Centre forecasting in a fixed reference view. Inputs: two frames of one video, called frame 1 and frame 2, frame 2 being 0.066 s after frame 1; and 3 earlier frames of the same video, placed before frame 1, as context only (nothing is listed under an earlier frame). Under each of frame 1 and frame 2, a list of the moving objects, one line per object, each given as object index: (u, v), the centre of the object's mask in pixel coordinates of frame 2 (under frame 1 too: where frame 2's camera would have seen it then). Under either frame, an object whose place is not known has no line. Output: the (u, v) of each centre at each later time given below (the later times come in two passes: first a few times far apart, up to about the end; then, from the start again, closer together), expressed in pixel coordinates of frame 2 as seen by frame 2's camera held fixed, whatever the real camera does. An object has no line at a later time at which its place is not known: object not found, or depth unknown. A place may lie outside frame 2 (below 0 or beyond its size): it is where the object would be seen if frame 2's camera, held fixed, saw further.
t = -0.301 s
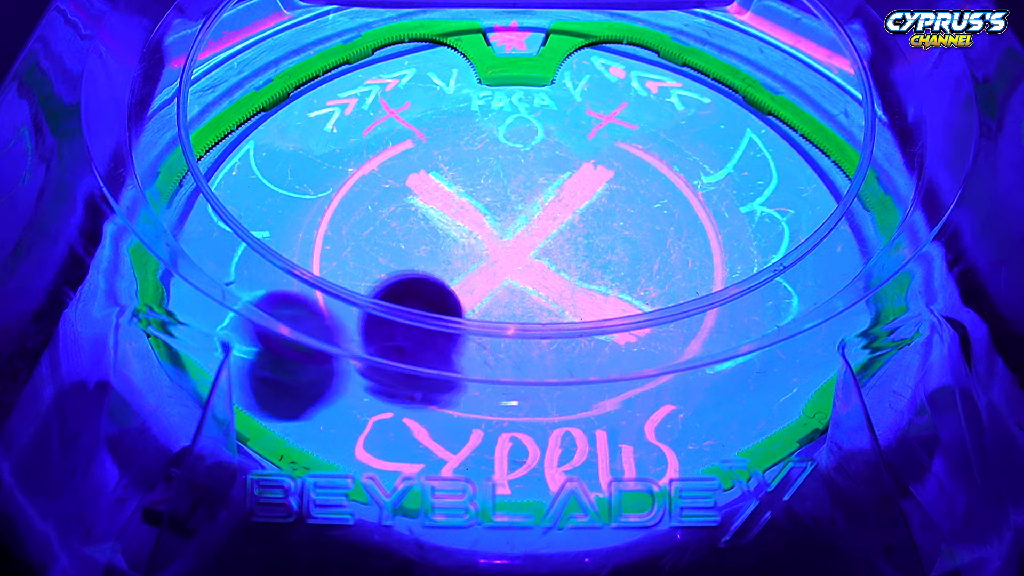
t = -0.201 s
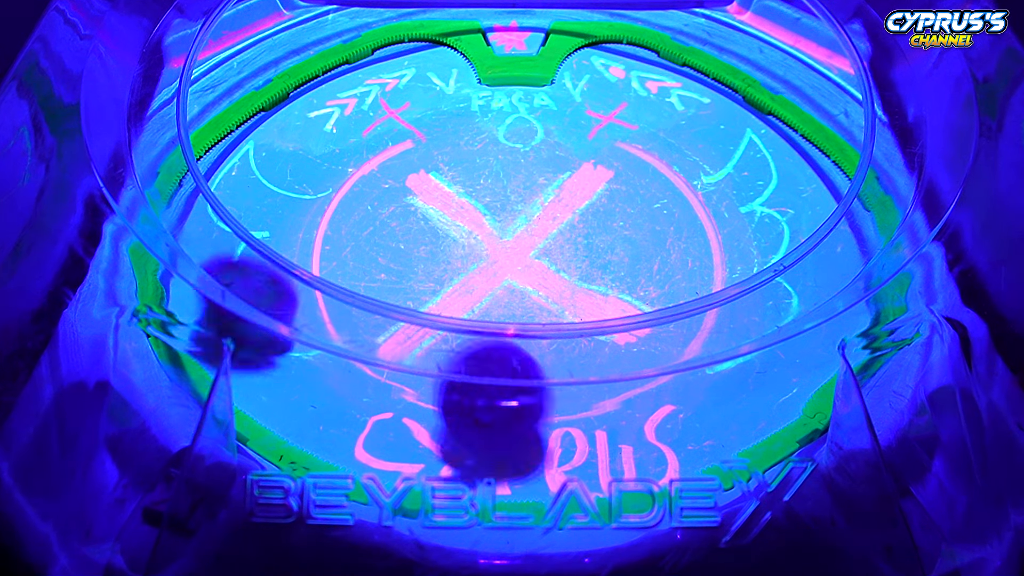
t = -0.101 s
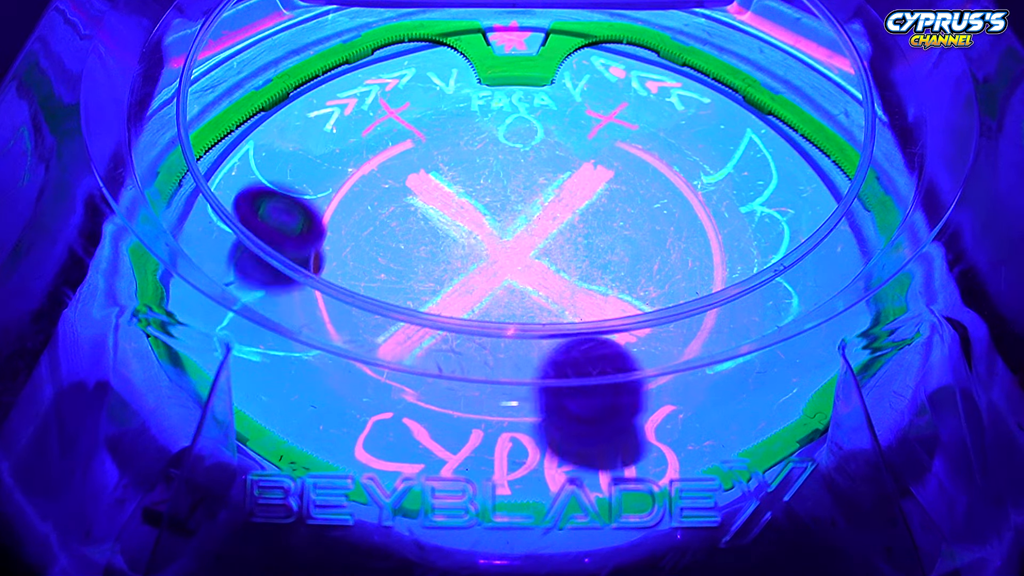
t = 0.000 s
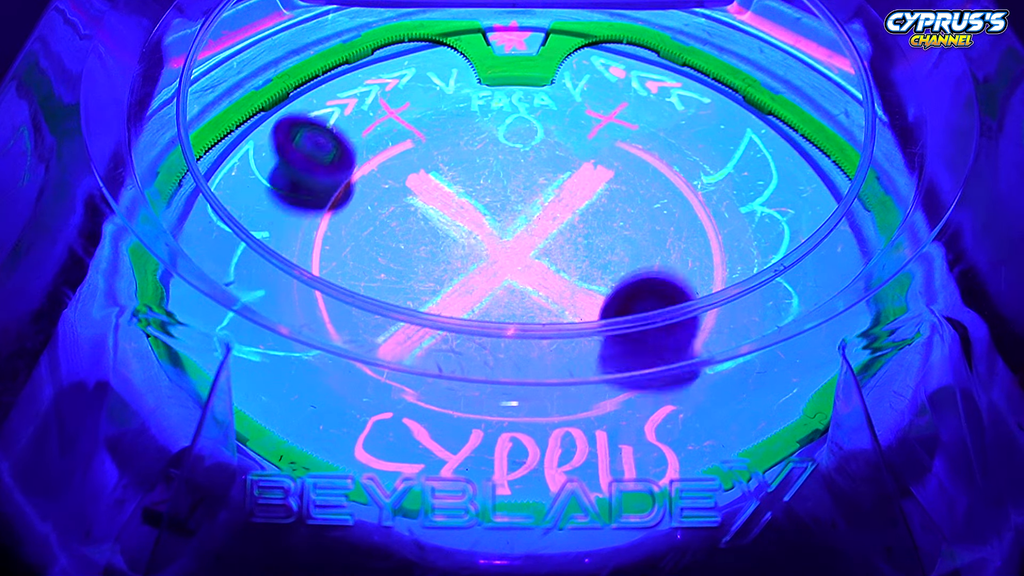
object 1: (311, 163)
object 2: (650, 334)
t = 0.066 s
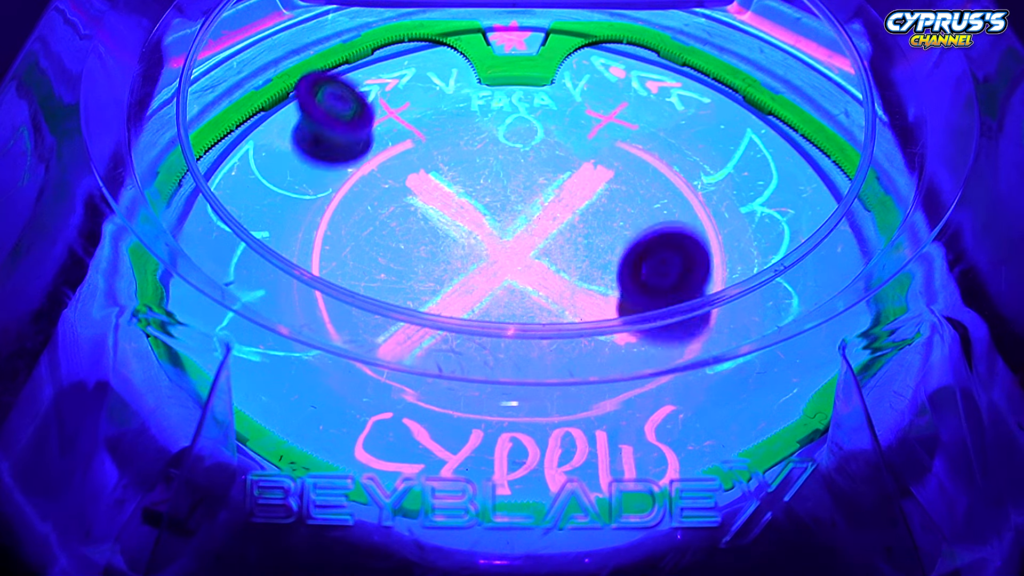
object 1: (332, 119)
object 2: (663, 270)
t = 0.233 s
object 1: (400, 41)
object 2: (628, 186)
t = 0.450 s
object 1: (485, 89)
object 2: (521, 185)
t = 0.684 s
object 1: (500, 210)
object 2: (435, 307)
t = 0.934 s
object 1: (581, 353)
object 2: (381, 359)
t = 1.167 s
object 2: (426, 280)
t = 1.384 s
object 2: (508, 202)
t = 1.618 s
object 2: (402, 16)
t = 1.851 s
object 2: (391, 52)
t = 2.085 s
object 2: (478, 155)
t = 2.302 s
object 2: (435, 209)
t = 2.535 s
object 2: (400, 262)
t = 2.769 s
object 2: (492, 319)
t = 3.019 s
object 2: (543, 286)
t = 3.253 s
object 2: (504, 279)
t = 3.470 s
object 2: (453, 254)
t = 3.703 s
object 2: (446, 209)
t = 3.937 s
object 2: (481, 187)
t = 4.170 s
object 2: (532, 203)
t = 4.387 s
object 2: (571, 239)
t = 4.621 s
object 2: (592, 275)
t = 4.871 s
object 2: (553, 301)
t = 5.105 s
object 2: (486, 285)
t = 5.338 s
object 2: (418, 273)
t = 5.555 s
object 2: (415, 242)
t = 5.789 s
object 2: (473, 203)
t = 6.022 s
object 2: (544, 194)
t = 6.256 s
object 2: (597, 226)
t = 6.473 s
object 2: (614, 269)
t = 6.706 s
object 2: (575, 313)
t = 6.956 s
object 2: (476, 289)
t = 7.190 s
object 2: (421, 244)
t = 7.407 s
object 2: (412, 211)
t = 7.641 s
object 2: (483, 187)
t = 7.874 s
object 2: (534, 196)
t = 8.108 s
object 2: (563, 249)
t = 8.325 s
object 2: (479, 248)
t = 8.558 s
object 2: (415, 253)
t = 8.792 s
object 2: (402, 193)
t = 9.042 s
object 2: (488, 184)
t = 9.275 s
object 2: (566, 204)
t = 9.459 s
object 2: (585, 162)
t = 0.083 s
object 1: (338, 108)
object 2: (663, 263)
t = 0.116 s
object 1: (350, 78)
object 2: (663, 248)
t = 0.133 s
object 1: (354, 69)
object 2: (660, 237)
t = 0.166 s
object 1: (366, 51)
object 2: (652, 217)
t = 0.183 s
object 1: (371, 43)
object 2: (647, 208)
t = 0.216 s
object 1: (387, 33)
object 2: (634, 192)
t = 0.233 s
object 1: (400, 41)
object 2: (628, 186)
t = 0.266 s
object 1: (425, 48)
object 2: (612, 175)
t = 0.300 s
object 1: (451, 54)
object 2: (596, 168)
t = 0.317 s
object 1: (460, 53)
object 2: (587, 166)
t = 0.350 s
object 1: (467, 52)
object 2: (569, 164)
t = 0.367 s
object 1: (472, 58)
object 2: (559, 163)
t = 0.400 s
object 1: (482, 85)
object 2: (539, 165)
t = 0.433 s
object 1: (486, 94)
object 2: (526, 176)
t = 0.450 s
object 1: (485, 89)
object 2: (521, 185)
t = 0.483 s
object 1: (484, 91)
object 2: (511, 205)
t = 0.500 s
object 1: (483, 99)
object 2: (504, 215)
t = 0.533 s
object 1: (482, 122)
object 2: (492, 235)
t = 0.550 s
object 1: (483, 127)
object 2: (486, 245)
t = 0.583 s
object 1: (486, 136)
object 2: (473, 263)
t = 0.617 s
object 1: (488, 174)
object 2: (460, 276)
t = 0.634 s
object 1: (492, 174)
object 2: (455, 280)
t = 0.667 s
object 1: (498, 186)
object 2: (441, 298)
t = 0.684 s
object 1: (500, 210)
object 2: (435, 307)
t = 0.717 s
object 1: (508, 232)
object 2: (425, 313)
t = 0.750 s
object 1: (517, 252)
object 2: (414, 330)
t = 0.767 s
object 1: (522, 265)
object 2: (409, 334)
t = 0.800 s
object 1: (532, 281)
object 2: (401, 340)
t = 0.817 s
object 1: (538, 282)
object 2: (397, 346)
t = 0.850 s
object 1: (550, 313)
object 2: (387, 358)
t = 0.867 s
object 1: (555, 324)
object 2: (385, 359)
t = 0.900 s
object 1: (569, 341)
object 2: (382, 360)
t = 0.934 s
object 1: (581, 353)
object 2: (381, 359)
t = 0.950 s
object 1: (588, 357)
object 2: (381, 358)
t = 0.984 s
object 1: (598, 365)
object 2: (384, 355)
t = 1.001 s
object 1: (604, 373)
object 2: (385, 353)
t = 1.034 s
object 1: (614, 372)
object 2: (395, 337)
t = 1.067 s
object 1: (622, 369)
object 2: (401, 323)
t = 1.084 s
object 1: (624, 353)
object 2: (401, 323)
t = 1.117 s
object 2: (410, 308)
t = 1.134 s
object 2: (415, 300)
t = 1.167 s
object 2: (426, 280)
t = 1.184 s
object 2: (431, 276)
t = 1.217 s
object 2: (441, 269)
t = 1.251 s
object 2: (454, 256)
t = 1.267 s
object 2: (460, 249)
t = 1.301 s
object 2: (474, 235)
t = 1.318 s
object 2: (481, 229)
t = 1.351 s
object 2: (495, 215)
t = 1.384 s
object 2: (508, 202)
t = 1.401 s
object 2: (514, 196)
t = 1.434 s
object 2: (511, 170)
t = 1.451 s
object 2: (497, 148)
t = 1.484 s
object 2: (470, 106)
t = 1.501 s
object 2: (456, 88)
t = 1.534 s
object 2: (431, 61)
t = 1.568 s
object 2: (411, 35)
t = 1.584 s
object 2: (407, 32)
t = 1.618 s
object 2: (402, 16)
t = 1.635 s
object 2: (400, 15)
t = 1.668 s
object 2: (395, 15)
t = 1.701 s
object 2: (388, 27)
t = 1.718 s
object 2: (388, 28)
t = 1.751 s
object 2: (388, 33)
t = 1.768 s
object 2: (387, 35)
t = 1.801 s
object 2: (387, 39)
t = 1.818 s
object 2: (387, 43)
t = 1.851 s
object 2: (391, 52)
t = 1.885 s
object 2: (398, 58)
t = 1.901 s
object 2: (403, 63)
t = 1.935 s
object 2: (414, 79)
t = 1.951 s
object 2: (420, 85)
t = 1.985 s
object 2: (433, 99)
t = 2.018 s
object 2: (447, 116)
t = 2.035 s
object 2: (454, 124)
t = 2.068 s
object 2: (470, 146)
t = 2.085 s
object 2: (478, 155)
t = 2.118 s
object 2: (496, 179)
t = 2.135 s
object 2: (505, 190)
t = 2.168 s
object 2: (514, 207)
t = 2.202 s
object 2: (493, 202)
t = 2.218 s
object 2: (483, 202)
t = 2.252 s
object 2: (461, 208)
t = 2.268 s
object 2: (452, 209)
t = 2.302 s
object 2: (435, 209)
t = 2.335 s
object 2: (419, 217)
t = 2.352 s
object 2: (413, 222)
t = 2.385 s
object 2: (402, 225)
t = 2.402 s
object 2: (398, 229)
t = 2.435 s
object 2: (392, 239)
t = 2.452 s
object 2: (391, 243)
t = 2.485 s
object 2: (391, 252)
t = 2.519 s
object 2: (396, 258)
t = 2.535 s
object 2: (400, 262)
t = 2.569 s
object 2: (409, 268)
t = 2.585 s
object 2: (416, 272)
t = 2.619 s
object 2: (426, 289)
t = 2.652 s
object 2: (439, 300)
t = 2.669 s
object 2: (446, 305)
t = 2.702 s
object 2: (462, 311)
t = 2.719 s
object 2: (470, 315)
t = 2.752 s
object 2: (484, 317)
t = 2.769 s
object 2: (492, 319)
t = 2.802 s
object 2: (505, 319)
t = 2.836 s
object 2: (516, 317)
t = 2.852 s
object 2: (521, 316)
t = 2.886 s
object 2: (529, 312)
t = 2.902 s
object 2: (532, 311)
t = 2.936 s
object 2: (537, 304)
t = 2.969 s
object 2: (541, 289)
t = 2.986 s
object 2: (542, 289)
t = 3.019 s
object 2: (543, 286)
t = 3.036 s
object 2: (542, 285)
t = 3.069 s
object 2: (540, 282)
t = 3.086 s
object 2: (538, 280)
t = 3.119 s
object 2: (533, 276)
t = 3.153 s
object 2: (527, 272)
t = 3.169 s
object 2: (524, 274)
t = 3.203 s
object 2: (517, 277)
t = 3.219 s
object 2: (513, 278)
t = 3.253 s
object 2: (504, 279)
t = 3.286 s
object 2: (496, 278)
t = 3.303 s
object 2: (491, 277)
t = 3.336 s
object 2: (482, 275)
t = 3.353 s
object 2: (477, 274)
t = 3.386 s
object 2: (469, 270)
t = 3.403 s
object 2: (465, 267)
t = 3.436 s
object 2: (458, 261)
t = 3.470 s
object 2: (453, 254)
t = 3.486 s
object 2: (451, 251)
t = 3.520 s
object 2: (447, 244)
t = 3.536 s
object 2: (446, 241)
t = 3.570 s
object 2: (444, 234)
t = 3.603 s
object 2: (443, 228)
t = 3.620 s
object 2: (443, 224)
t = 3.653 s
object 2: (444, 218)
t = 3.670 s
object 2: (444, 215)
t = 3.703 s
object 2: (446, 209)
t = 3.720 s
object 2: (447, 207)
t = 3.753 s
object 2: (450, 201)
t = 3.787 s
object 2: (454, 197)
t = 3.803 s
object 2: (457, 195)
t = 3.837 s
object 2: (462, 192)
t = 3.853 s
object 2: (465, 191)
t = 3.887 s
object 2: (471, 189)
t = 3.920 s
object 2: (478, 187)
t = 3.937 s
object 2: (481, 187)
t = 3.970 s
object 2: (488, 187)
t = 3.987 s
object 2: (492, 187)
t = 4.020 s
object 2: (499, 189)
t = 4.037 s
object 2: (503, 190)
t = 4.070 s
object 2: (510, 192)
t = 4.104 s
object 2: (517, 195)
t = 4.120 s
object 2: (520, 197)
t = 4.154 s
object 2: (528, 201)
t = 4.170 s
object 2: (532, 203)
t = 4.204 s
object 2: (538, 207)
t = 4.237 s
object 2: (544, 212)
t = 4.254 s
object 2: (547, 215)
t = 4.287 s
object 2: (554, 221)
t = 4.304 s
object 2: (557, 223)
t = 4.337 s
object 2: (563, 230)
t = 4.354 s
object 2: (566, 233)
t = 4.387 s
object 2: (571, 239)
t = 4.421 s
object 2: (576, 246)
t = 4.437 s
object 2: (578, 249)
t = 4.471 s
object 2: (583, 256)
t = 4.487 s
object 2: (584, 259)
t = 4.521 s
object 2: (587, 264)
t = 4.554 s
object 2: (590, 269)
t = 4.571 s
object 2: (591, 270)
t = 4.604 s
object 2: (592, 273)
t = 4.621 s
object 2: (592, 275)
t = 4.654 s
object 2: (591, 277)
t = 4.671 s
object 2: (590, 278)
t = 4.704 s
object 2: (587, 281)
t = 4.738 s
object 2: (582, 283)
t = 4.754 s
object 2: (579, 284)
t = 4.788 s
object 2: (573, 297)
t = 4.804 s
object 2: (570, 298)
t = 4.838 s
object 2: (562, 300)
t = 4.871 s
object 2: (553, 301)
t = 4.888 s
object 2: (548, 301)
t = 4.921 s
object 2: (538, 302)
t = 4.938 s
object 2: (533, 301)
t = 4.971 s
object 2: (524, 290)
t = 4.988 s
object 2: (520, 290)
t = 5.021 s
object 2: (510, 289)
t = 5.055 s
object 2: (500, 287)
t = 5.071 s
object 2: (495, 287)
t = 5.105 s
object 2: (486, 285)
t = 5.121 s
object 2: (481, 284)
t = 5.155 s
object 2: (472, 282)
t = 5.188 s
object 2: (461, 280)
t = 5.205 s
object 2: (454, 280)
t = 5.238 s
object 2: (442, 279)
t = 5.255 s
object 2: (437, 278)
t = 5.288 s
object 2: (429, 277)
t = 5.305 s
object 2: (425, 275)
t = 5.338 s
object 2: (418, 273)
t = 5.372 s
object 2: (413, 269)
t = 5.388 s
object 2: (411, 267)
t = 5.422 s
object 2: (407, 263)
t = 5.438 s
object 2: (407, 261)
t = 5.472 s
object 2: (406, 256)
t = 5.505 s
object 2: (409, 251)
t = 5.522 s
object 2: (410, 248)
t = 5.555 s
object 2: (415, 242)
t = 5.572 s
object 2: (418, 239)
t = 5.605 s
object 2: (425, 233)
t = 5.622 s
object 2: (428, 230)
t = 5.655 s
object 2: (436, 224)
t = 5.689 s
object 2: (444, 219)
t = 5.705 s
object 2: (449, 216)
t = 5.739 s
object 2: (458, 211)
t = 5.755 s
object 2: (463, 208)
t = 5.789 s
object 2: (473, 203)
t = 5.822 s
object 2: (483, 199)
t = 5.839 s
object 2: (488, 197)
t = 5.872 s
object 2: (499, 194)
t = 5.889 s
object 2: (505, 194)
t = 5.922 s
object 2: (515, 192)
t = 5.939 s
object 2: (520, 192)
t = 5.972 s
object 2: (530, 192)
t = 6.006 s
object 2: (539, 193)
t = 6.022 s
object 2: (544, 194)
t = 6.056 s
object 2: (553, 197)
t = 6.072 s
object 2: (557, 198)
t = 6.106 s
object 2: (566, 201)
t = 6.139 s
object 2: (574, 205)
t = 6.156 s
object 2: (578, 208)
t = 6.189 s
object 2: (585, 213)
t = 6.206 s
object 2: (588, 216)
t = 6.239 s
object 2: (594, 222)
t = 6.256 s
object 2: (597, 226)
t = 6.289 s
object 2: (601, 232)
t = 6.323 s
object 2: (606, 239)
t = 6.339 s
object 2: (607, 243)
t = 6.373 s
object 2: (610, 250)
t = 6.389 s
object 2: (612, 254)
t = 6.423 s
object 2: (613, 261)
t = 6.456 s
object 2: (614, 267)
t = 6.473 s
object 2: (614, 269)
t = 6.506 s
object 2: (613, 273)
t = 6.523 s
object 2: (612, 276)
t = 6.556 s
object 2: (610, 280)
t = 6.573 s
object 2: (608, 281)
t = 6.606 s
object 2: (603, 297)
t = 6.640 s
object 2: (595, 303)
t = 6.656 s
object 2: (591, 306)
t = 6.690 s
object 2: (580, 311)
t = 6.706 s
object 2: (575, 313)
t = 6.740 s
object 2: (562, 316)
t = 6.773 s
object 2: (549, 317)
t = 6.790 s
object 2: (542, 317)
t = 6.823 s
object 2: (528, 315)
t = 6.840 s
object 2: (521, 314)
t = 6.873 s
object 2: (507, 309)
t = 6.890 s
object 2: (501, 307)
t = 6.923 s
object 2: (489, 292)
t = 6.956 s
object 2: (476, 289)
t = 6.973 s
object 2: (470, 288)
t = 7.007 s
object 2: (458, 284)
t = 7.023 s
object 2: (453, 282)
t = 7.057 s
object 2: (443, 277)
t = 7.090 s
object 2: (435, 270)
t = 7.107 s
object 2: (431, 266)
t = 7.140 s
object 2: (426, 257)
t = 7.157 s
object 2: (424, 253)
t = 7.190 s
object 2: (421, 244)
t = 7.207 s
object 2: (420, 239)
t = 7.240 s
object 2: (417, 233)
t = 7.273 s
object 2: (411, 230)
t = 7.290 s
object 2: (409, 228)
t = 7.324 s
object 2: (406, 224)
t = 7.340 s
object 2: (406, 221)
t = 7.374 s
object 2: (408, 216)
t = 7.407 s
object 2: (412, 211)
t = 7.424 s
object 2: (414, 209)
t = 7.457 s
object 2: (421, 204)
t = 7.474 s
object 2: (424, 202)
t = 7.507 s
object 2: (433, 197)
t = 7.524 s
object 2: (438, 195)
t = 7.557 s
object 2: (449, 192)
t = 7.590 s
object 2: (462, 189)
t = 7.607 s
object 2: (468, 188)
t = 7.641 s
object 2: (483, 187)
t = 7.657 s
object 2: (490, 188)
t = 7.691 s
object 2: (505, 188)
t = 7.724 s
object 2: (515, 188)
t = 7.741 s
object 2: (517, 186)
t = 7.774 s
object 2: (520, 186)
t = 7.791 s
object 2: (522, 186)
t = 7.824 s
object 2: (526, 189)
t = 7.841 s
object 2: (529, 191)
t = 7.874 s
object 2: (534, 196)
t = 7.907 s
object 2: (540, 202)
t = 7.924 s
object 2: (544, 206)
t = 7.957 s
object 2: (551, 214)
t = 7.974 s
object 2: (554, 219)
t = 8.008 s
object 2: (560, 229)
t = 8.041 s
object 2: (566, 239)
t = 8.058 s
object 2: (568, 244)
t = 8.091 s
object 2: (569, 251)
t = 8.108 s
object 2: (563, 249)
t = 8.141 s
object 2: (550, 247)
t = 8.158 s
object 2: (543, 246)
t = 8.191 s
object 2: (530, 245)
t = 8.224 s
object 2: (517, 245)
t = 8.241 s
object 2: (510, 245)
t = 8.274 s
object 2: (497, 246)
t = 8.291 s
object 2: (491, 246)
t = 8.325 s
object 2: (479, 248)
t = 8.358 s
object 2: (468, 251)
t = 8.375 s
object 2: (463, 252)
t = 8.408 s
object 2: (453, 254)
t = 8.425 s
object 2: (449, 256)
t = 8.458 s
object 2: (442, 259)
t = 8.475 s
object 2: (438, 259)
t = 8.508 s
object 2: (429, 260)
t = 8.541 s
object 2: (420, 257)
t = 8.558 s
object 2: (415, 253)
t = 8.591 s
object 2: (408, 243)
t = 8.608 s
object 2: (404, 238)
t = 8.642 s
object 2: (398, 226)
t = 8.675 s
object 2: (395, 217)
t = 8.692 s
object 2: (394, 213)
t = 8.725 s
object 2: (395, 205)
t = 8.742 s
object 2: (396, 201)
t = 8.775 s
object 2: (399, 195)
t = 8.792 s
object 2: (402, 193)
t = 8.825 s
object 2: (408, 188)
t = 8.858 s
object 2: (416, 184)
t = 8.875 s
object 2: (421, 184)
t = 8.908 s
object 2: (431, 181)
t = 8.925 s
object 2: (437, 181)
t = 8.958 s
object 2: (451, 180)
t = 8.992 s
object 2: (465, 181)
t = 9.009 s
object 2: (473, 182)
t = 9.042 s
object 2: (488, 184)
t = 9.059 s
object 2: (495, 186)
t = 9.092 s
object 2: (510, 188)
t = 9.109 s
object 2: (516, 186)
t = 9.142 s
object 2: (529, 189)
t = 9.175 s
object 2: (540, 192)
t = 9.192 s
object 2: (545, 194)
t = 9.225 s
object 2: (554, 197)
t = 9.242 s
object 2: (559, 199)
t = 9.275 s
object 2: (566, 204)
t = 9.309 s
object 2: (574, 197)
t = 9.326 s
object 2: (580, 191)
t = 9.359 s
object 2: (584, 180)
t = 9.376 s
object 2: (586, 178)
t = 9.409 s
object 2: (587, 171)
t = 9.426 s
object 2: (587, 166)
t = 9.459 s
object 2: (585, 162)
